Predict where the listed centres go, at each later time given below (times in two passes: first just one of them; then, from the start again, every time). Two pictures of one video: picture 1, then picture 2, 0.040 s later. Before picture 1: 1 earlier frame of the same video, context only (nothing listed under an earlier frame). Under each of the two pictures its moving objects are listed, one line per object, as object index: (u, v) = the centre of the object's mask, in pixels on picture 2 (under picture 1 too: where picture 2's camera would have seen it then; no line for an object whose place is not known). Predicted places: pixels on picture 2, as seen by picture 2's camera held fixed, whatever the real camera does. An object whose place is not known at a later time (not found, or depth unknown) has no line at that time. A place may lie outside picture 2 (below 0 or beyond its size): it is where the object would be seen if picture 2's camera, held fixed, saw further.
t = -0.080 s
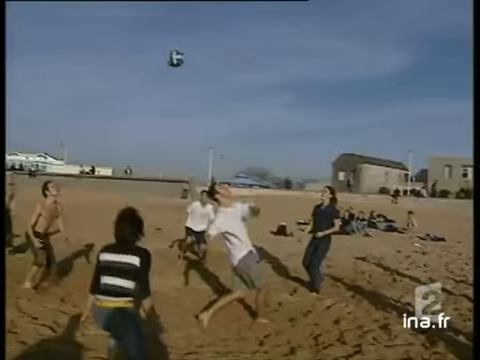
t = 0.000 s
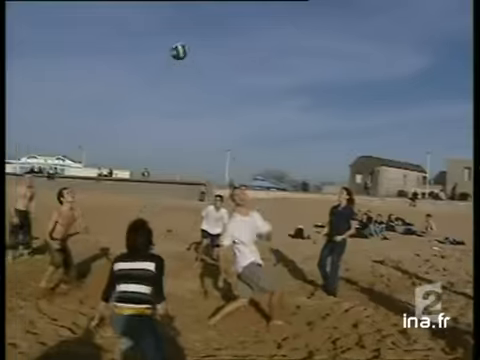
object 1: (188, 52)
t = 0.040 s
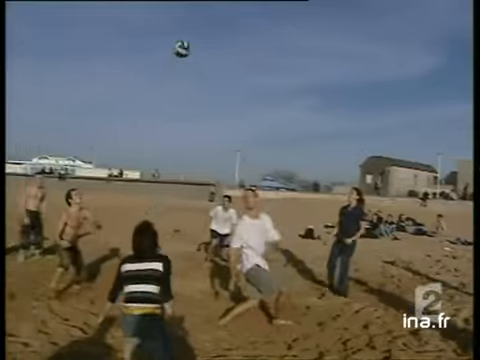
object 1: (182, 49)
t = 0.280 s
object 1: (136, 55)
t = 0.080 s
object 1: (174, 48)
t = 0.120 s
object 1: (166, 46)
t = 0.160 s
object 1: (160, 46)
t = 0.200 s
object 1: (152, 47)
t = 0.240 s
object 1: (145, 51)
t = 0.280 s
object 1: (136, 55)
